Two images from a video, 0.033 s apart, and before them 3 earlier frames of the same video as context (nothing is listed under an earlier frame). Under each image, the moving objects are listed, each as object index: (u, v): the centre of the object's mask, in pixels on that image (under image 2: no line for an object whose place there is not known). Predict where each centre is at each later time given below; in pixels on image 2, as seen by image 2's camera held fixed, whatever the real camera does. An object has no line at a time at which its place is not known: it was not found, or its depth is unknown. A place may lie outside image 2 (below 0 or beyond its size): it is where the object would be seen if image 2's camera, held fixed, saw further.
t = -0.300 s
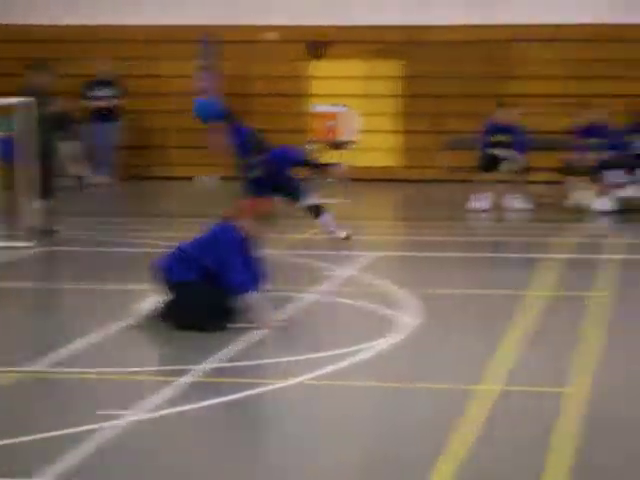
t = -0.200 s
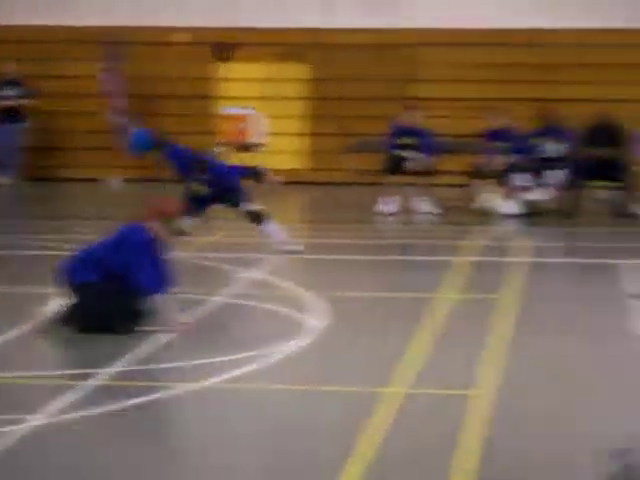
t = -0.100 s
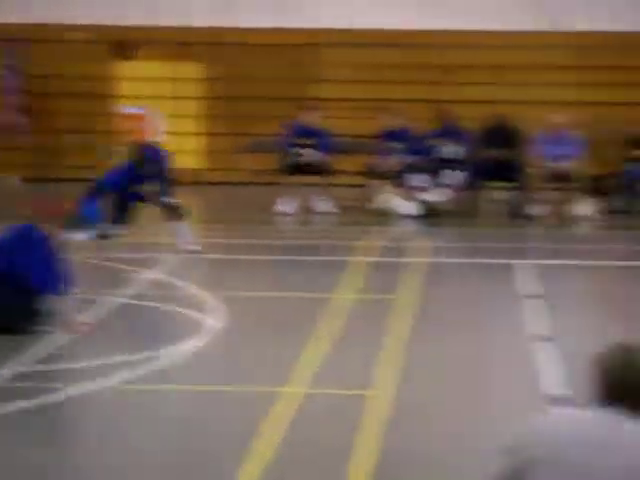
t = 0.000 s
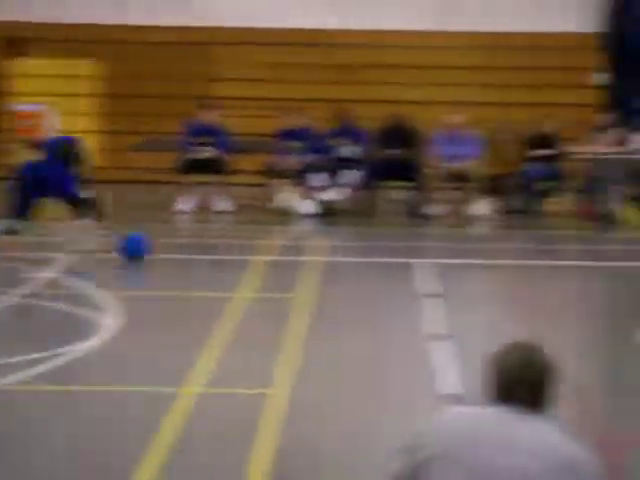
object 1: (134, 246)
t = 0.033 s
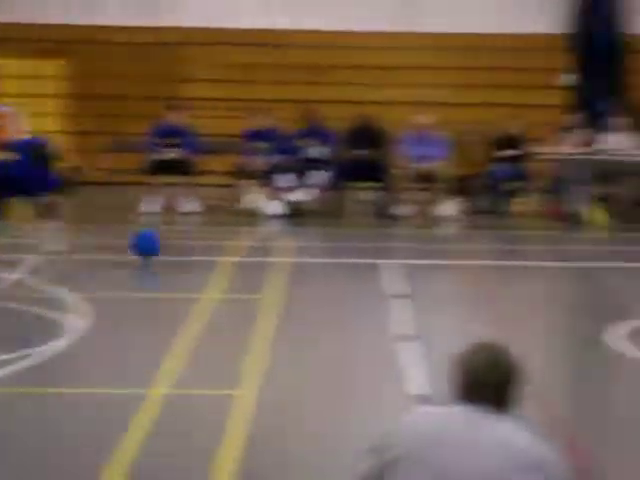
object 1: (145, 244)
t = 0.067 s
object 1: (191, 240)
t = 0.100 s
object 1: (234, 240)
